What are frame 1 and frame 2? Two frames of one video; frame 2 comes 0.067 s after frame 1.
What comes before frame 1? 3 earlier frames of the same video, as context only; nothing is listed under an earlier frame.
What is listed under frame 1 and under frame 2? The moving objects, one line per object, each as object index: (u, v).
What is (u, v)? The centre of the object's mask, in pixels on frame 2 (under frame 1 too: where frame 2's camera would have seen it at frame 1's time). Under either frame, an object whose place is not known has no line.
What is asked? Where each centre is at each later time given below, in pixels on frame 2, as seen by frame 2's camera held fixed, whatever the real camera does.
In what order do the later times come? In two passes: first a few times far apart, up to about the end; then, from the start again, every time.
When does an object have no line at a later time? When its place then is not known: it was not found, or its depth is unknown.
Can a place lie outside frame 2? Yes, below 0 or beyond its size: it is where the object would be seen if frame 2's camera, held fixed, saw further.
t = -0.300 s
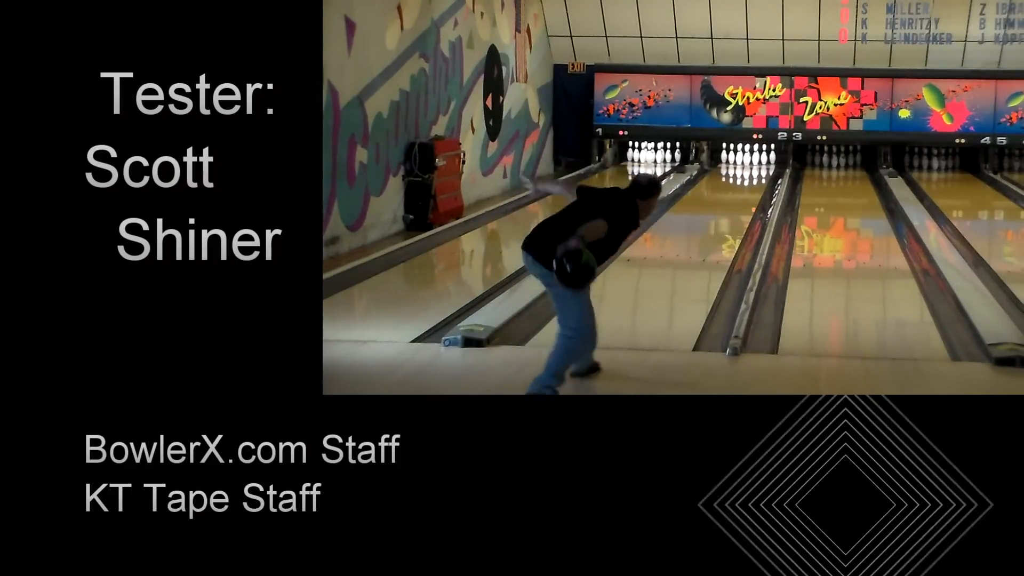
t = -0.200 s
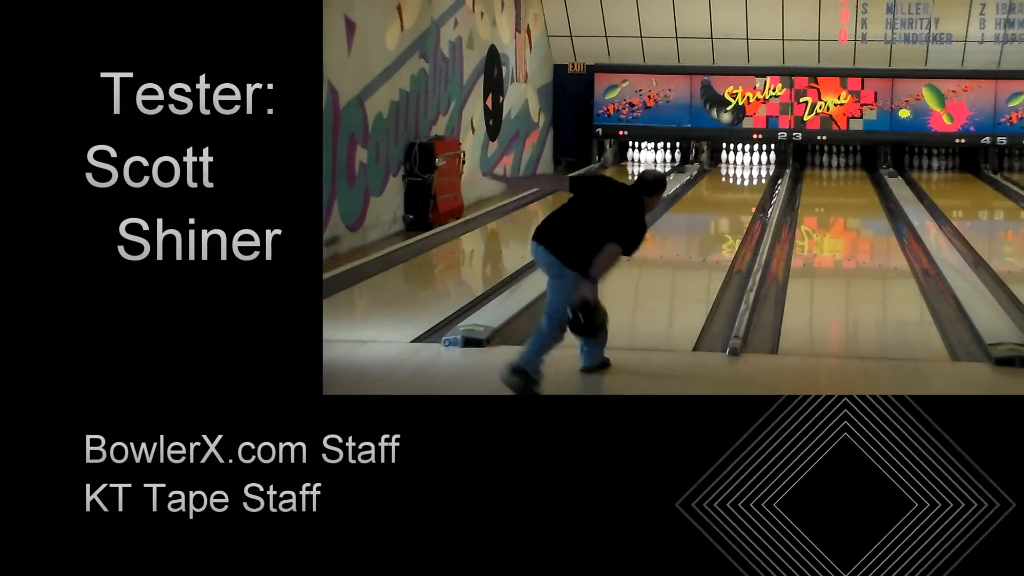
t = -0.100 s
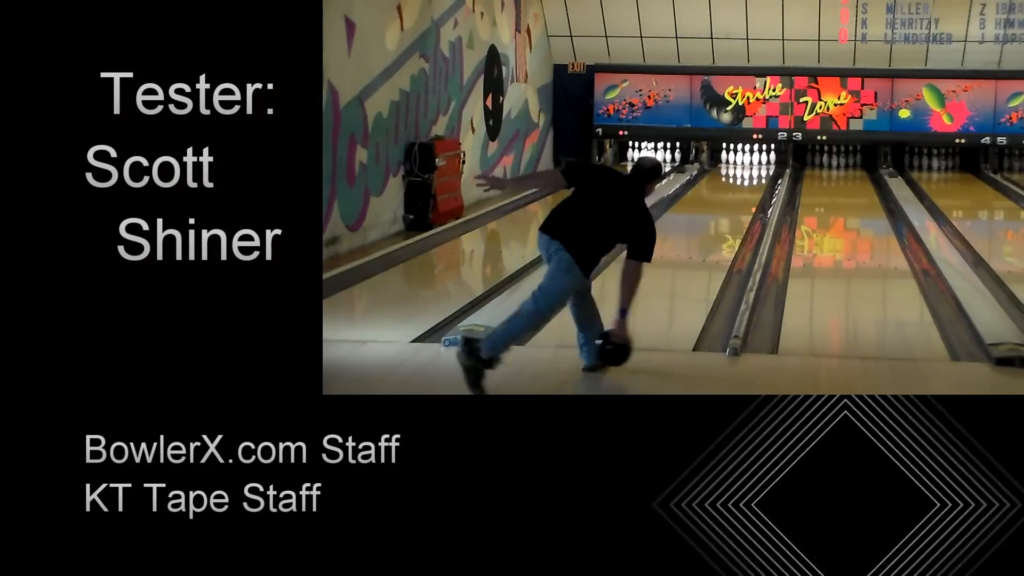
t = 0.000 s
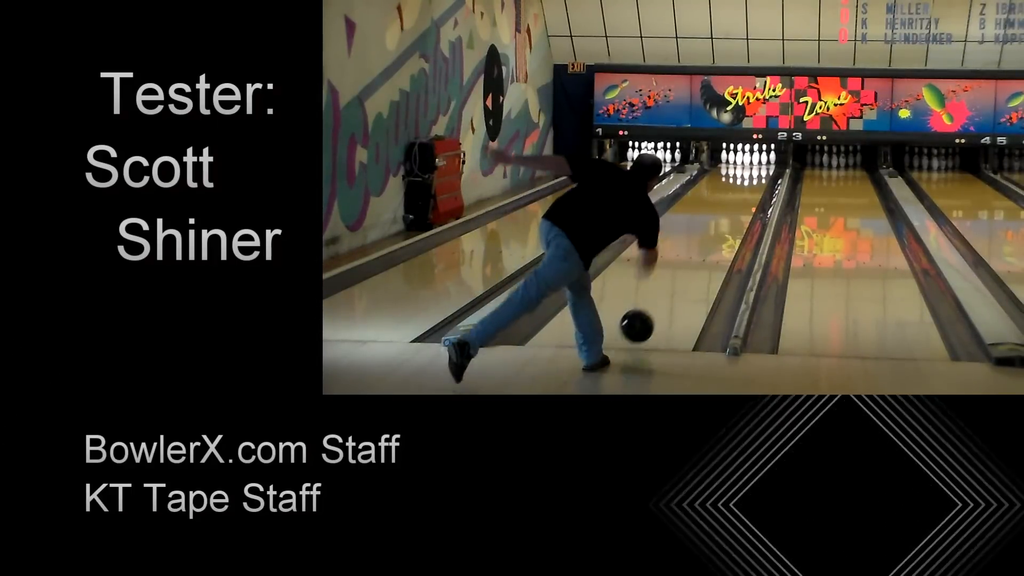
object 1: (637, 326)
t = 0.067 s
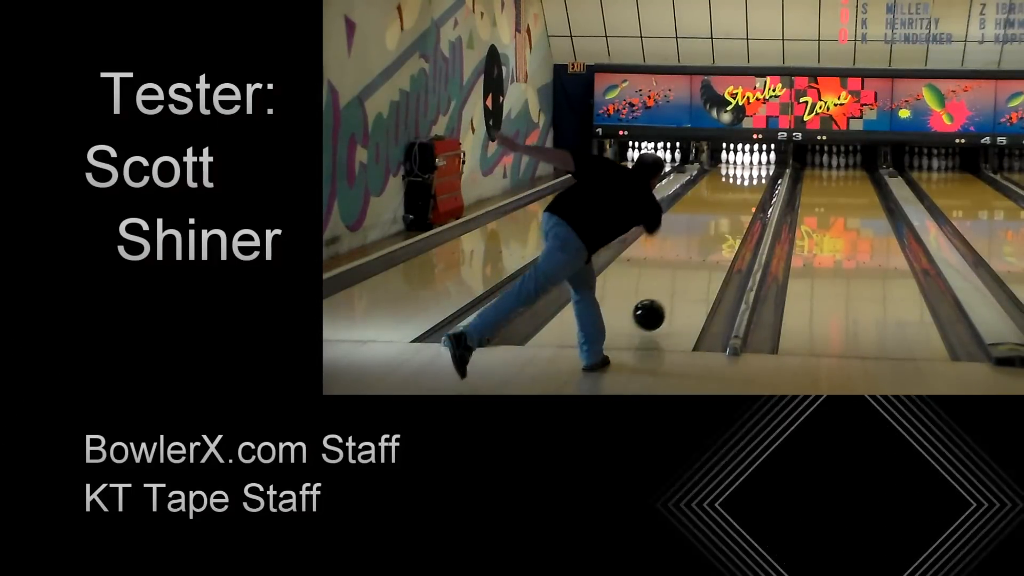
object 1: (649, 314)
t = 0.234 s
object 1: (673, 288)
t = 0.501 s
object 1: (702, 251)
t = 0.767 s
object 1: (720, 227)
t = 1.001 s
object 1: (732, 210)
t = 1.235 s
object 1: (741, 197)
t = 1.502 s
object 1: (748, 184)
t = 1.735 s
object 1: (751, 175)
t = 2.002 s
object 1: (752, 167)
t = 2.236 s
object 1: (751, 162)
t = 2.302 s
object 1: (750, 161)
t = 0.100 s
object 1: (654, 312)
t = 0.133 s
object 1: (659, 305)
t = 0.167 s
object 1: (664, 299)
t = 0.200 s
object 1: (669, 293)
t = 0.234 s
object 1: (673, 288)
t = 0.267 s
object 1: (678, 283)
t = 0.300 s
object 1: (682, 278)
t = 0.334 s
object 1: (685, 273)
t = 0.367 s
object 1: (689, 268)
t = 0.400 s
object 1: (692, 264)
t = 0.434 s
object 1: (695, 259)
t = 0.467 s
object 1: (699, 255)
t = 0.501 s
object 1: (702, 251)
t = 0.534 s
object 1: (704, 248)
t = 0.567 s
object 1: (707, 245)
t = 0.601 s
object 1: (709, 241)
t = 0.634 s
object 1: (712, 238)
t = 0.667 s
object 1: (714, 235)
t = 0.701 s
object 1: (716, 232)
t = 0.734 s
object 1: (718, 229)
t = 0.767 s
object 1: (720, 227)
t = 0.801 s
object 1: (722, 224)
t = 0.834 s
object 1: (724, 222)
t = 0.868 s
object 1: (726, 219)
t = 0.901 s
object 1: (728, 217)
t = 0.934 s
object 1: (729, 214)
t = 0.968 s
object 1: (731, 212)
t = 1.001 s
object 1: (732, 210)
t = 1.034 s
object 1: (734, 208)
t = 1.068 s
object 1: (735, 205)
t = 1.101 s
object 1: (736, 204)
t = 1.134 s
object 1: (737, 202)
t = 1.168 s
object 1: (739, 200)
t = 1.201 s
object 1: (740, 198)
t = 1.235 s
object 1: (741, 197)
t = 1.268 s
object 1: (742, 195)
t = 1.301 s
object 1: (743, 193)
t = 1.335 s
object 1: (744, 192)
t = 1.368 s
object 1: (744, 190)
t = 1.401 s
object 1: (745, 189)
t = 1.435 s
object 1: (746, 187)
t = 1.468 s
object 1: (747, 186)
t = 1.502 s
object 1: (748, 184)
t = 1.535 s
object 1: (748, 183)
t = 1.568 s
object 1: (749, 182)
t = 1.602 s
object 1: (749, 180)
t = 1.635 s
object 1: (750, 179)
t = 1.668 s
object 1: (750, 178)
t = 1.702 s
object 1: (751, 177)
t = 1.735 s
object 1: (751, 175)
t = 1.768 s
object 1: (751, 174)
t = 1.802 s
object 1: (752, 173)
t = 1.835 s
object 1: (752, 172)
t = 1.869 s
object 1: (752, 171)
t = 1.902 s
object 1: (752, 170)
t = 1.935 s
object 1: (752, 169)
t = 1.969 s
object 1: (752, 168)
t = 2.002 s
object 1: (752, 167)
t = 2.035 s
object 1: (752, 167)
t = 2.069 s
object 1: (752, 166)
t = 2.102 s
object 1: (752, 165)
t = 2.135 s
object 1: (752, 164)
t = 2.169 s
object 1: (751, 163)
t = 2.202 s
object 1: (751, 163)
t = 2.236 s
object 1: (751, 162)
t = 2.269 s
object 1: (750, 161)
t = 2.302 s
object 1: (750, 161)
